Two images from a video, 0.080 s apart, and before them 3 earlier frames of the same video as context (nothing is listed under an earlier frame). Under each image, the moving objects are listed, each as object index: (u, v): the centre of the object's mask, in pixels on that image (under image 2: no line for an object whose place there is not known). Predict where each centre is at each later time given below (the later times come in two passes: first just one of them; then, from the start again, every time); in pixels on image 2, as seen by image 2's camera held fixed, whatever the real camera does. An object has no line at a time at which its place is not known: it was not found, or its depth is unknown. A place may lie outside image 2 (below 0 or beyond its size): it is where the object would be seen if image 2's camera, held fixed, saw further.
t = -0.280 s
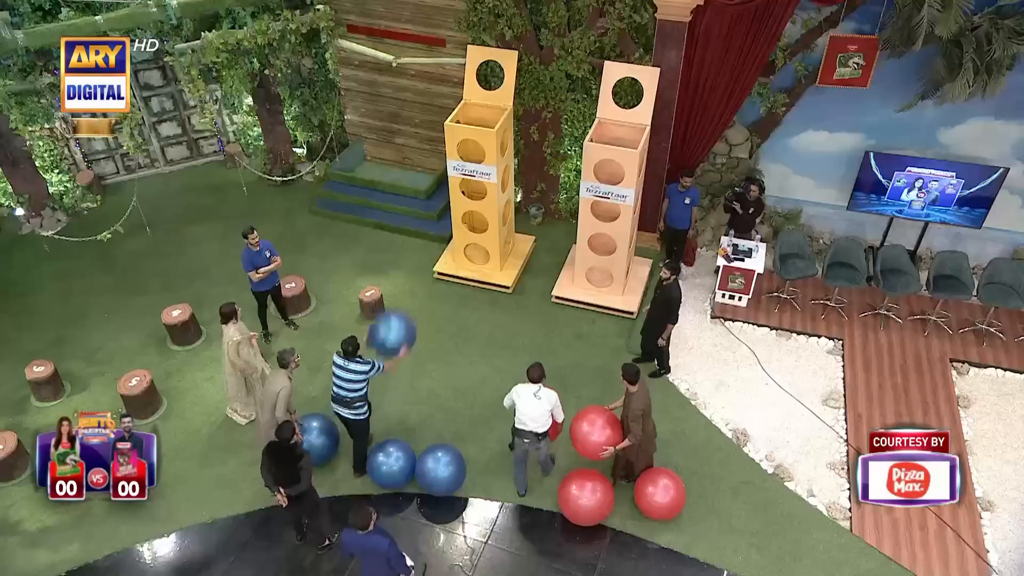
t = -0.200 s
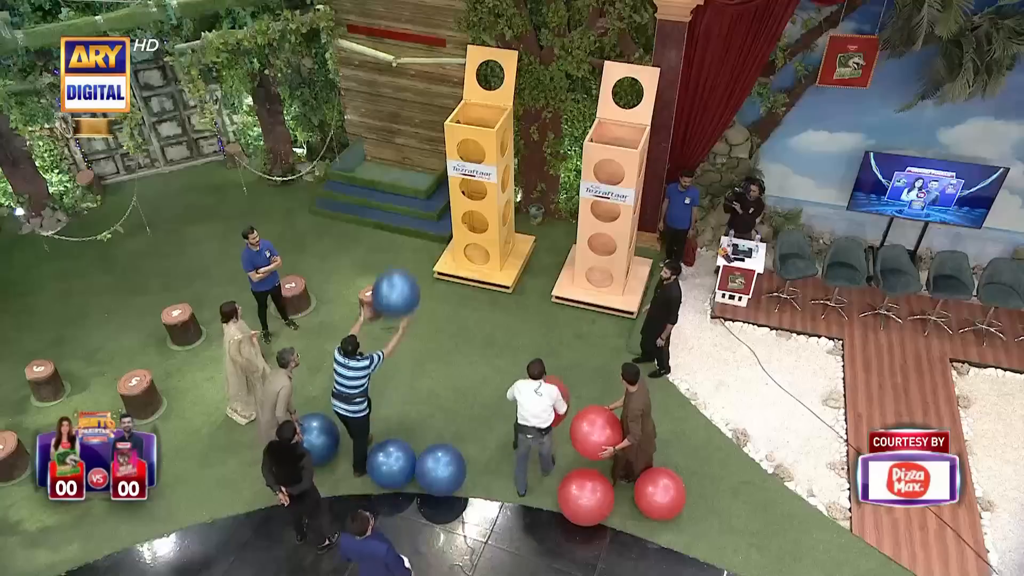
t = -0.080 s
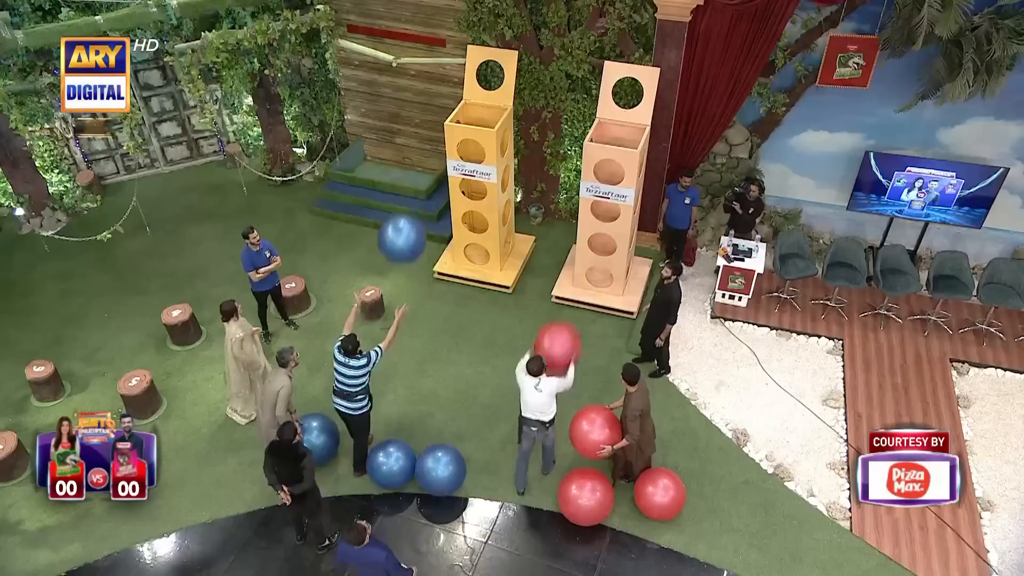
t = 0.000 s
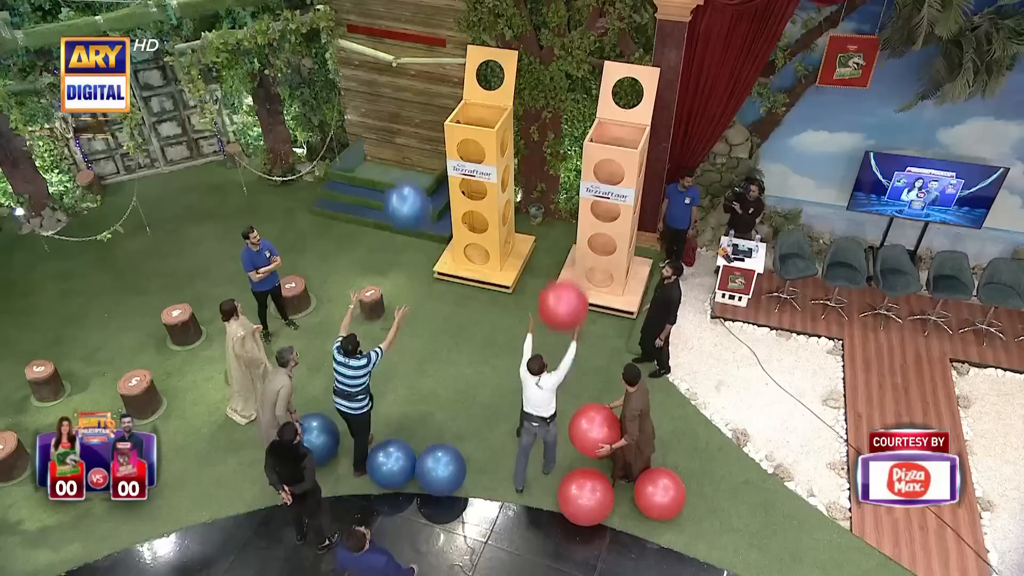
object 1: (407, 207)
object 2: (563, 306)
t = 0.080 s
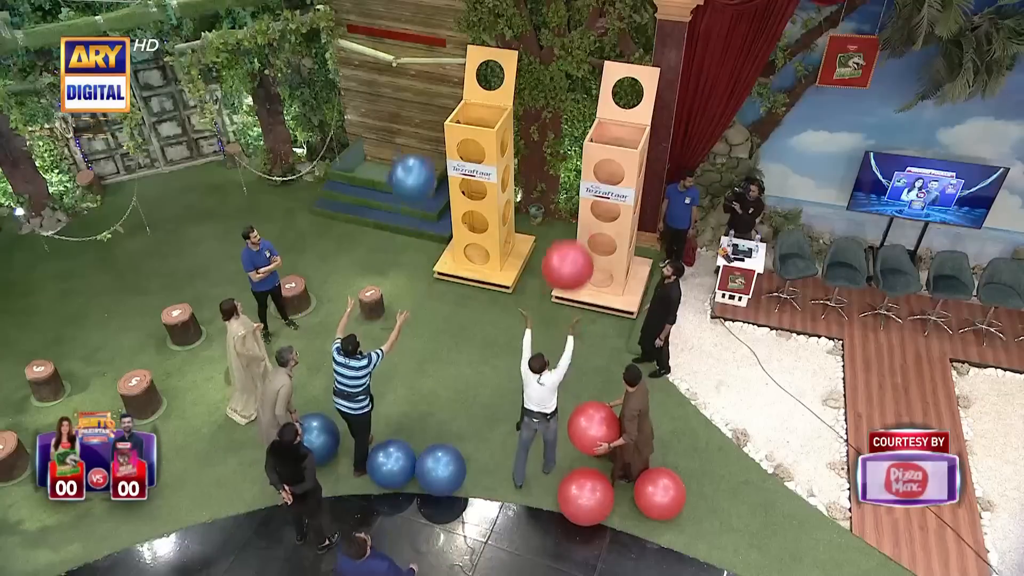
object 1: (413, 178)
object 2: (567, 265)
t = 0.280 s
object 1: (426, 128)
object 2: (579, 182)
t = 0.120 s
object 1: (415, 167)
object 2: (569, 247)
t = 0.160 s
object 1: (417, 155)
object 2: (572, 230)
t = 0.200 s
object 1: (420, 144)
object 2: (574, 213)
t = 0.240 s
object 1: (423, 136)
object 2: (576, 197)
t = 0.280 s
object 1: (426, 128)
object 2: (579, 182)
